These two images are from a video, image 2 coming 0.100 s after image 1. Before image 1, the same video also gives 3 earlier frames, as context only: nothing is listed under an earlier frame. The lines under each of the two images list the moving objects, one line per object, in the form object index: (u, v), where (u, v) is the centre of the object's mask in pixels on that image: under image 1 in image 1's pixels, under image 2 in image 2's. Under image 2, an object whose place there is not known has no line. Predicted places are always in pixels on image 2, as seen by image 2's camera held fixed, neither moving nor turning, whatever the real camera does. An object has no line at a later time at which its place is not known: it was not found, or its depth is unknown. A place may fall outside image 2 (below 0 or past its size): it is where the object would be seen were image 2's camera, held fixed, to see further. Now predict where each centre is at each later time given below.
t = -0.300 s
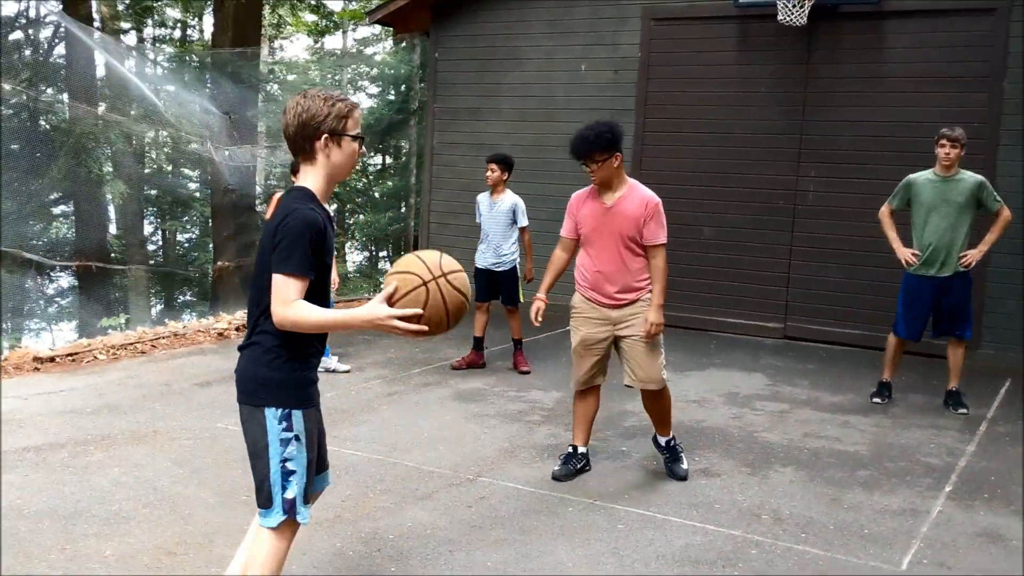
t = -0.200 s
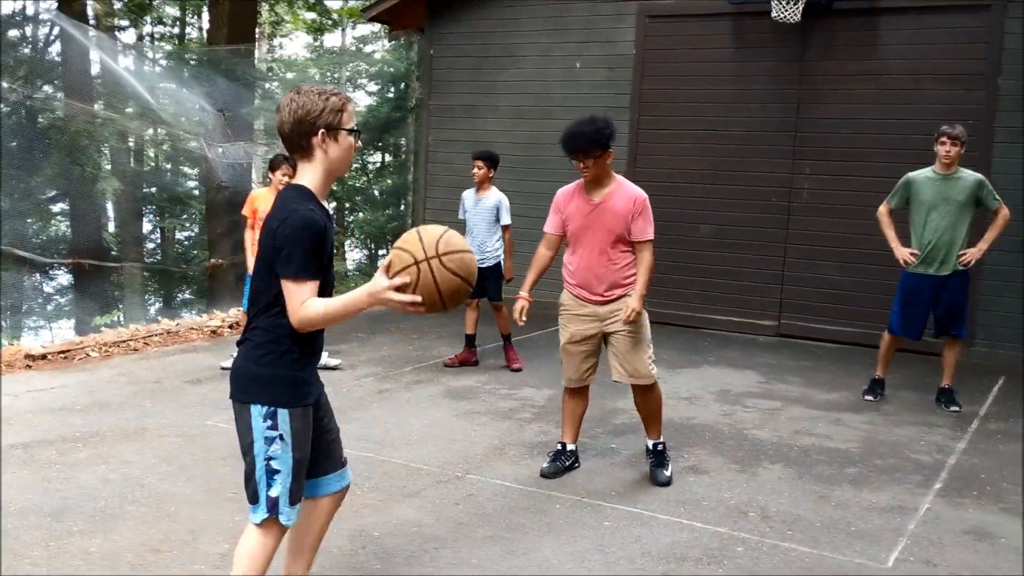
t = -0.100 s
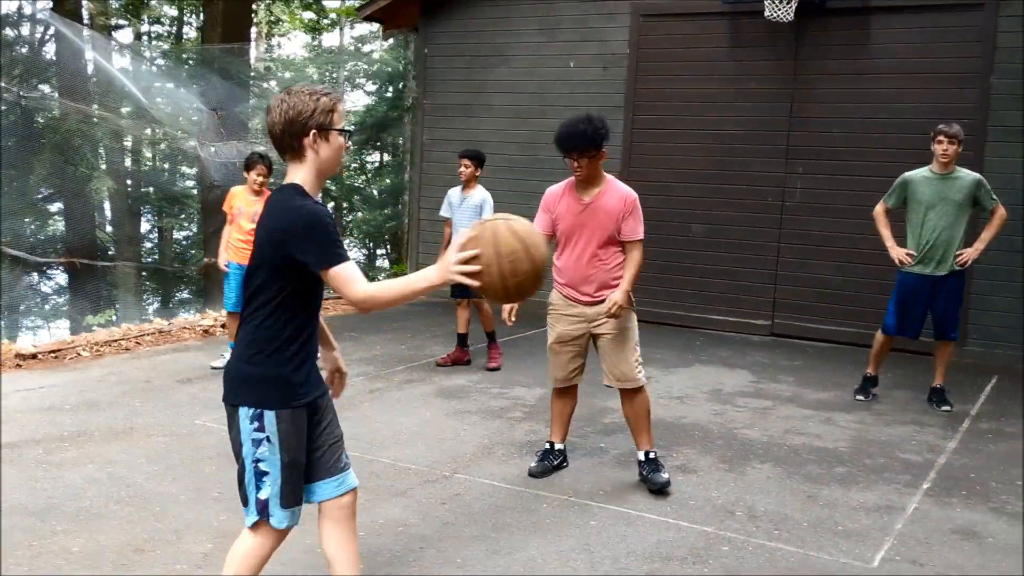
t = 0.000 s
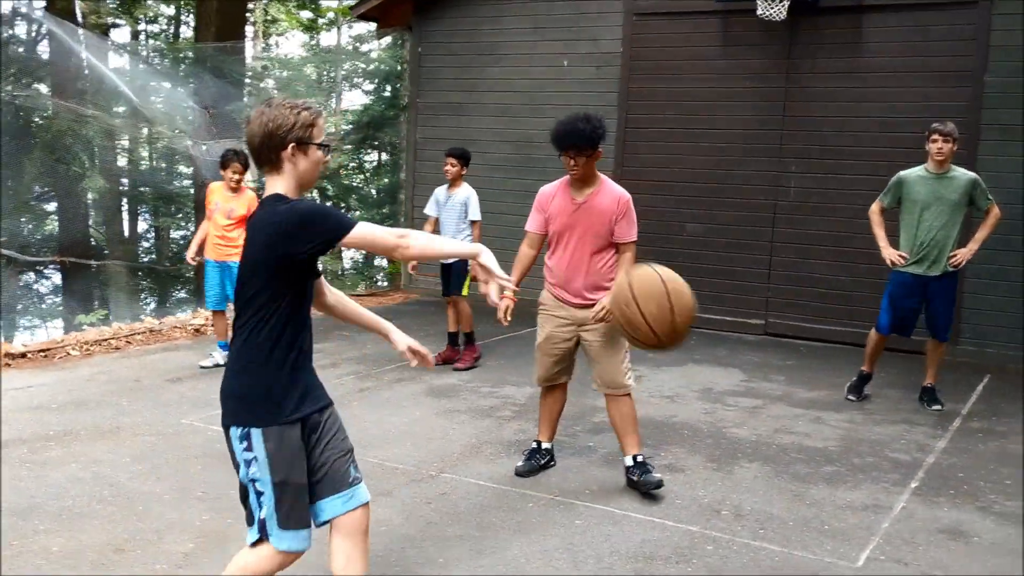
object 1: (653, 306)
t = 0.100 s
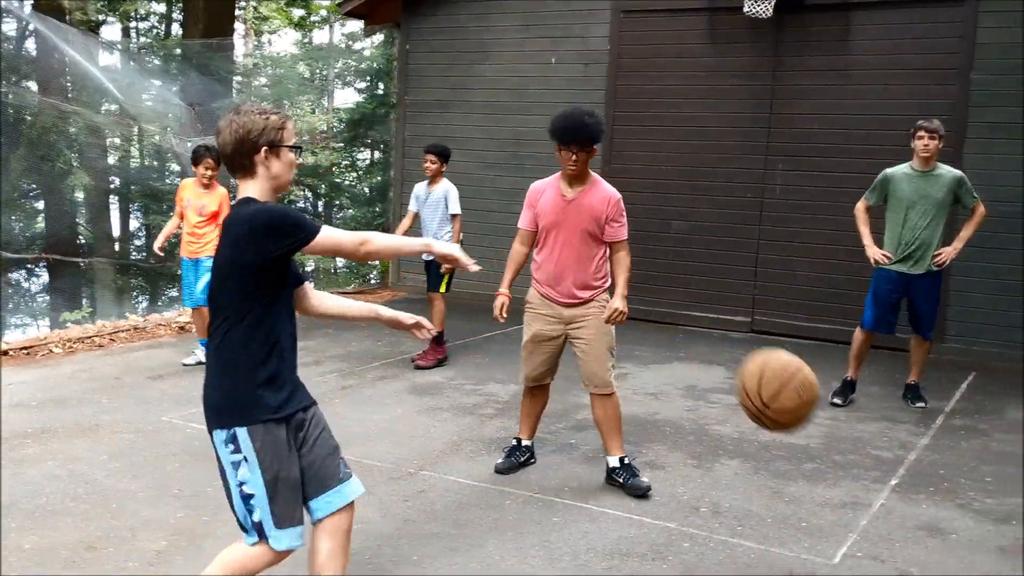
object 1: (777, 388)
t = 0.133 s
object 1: (821, 422)
